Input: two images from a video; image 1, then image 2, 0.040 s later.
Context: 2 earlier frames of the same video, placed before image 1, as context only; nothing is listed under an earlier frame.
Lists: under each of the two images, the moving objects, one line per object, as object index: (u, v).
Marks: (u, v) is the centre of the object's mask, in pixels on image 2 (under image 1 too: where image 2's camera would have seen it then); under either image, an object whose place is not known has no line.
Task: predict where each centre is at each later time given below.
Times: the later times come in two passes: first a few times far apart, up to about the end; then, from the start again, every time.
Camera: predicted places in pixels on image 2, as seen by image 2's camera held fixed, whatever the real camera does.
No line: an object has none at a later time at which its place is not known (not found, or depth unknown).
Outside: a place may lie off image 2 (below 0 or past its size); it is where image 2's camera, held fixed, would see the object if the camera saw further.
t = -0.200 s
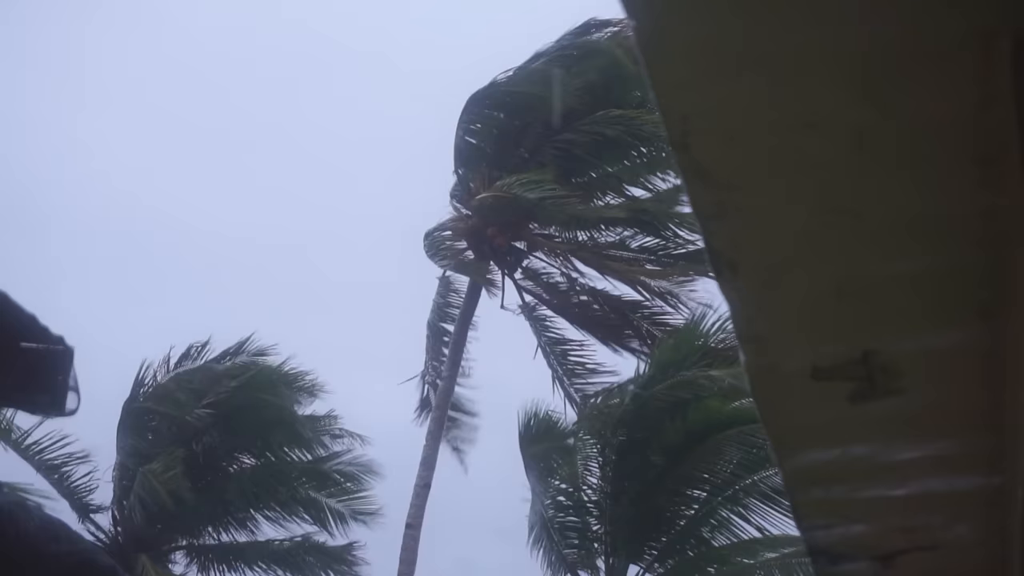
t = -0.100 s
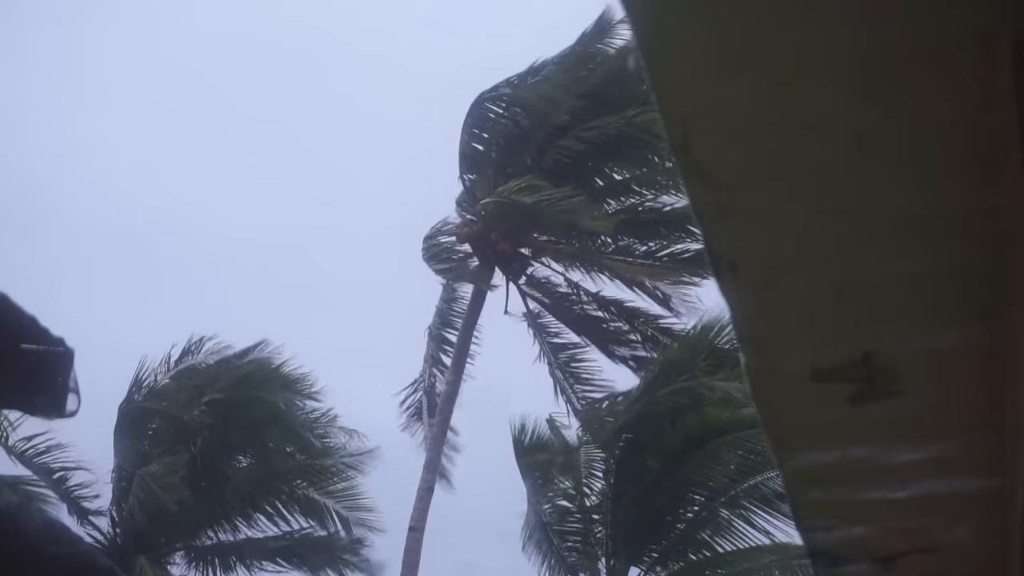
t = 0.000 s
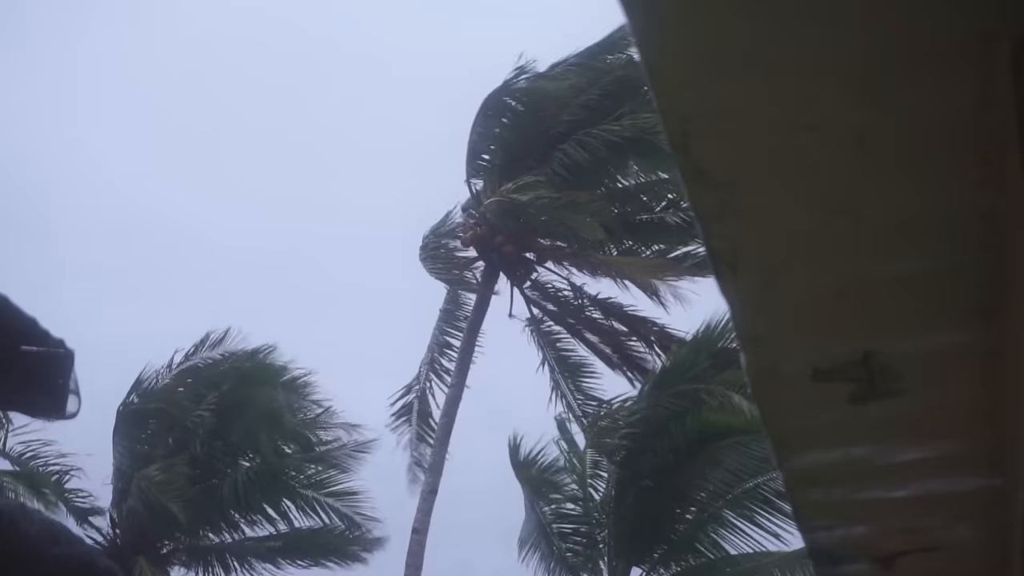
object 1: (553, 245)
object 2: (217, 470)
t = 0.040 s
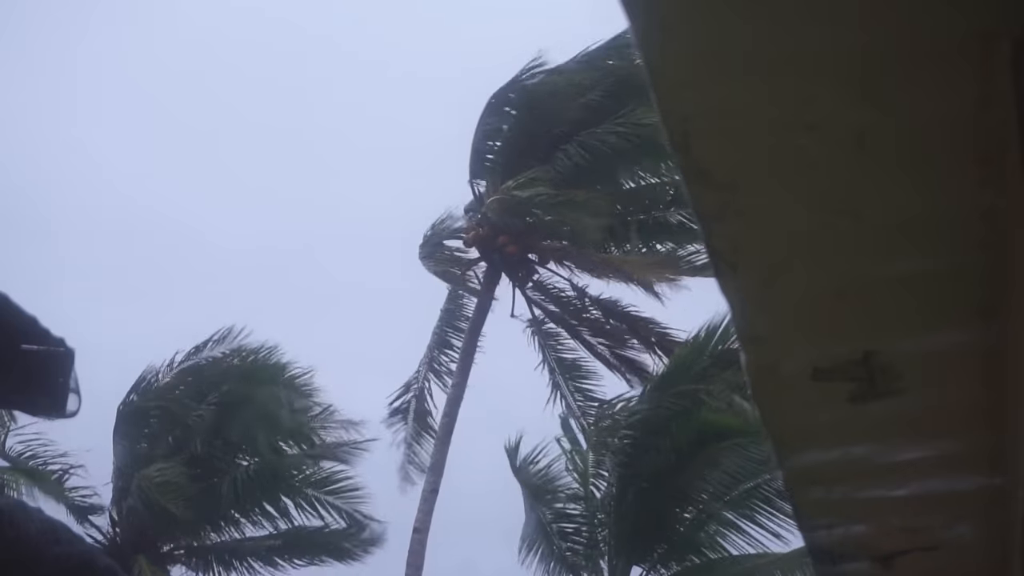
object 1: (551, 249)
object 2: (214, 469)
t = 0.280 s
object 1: (558, 258)
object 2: (217, 474)
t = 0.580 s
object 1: (564, 271)
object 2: (216, 476)
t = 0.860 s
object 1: (562, 264)
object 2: (224, 477)
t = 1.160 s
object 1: (562, 258)
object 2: (226, 488)
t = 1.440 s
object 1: (558, 253)
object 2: (244, 493)
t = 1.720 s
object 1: (567, 232)
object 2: (243, 499)
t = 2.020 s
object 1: (566, 225)
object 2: (234, 498)
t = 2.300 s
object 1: (553, 246)
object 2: (219, 495)
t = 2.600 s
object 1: (556, 243)
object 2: (194, 480)
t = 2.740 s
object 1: (553, 239)
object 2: (189, 481)
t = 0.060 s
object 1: (551, 250)
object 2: (214, 469)
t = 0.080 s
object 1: (551, 252)
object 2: (213, 469)
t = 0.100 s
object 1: (552, 253)
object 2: (214, 470)
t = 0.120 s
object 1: (552, 254)
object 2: (214, 470)
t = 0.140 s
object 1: (553, 254)
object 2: (214, 471)
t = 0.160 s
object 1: (554, 255)
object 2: (215, 471)
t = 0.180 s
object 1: (555, 255)
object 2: (215, 471)
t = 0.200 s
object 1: (556, 255)
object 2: (215, 472)
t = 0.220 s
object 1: (557, 256)
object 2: (215, 472)
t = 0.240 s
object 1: (558, 257)
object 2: (216, 473)
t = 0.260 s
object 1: (559, 258)
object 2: (216, 473)
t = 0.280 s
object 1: (558, 258)
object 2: (217, 474)
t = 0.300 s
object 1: (560, 259)
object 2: (218, 474)
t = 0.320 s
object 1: (560, 260)
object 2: (219, 474)
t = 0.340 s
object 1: (561, 259)
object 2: (220, 474)
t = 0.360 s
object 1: (561, 260)
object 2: (220, 474)
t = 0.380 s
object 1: (561, 261)
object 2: (221, 474)
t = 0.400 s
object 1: (560, 263)
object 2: (221, 474)
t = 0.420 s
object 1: (561, 264)
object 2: (221, 474)
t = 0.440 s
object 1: (561, 266)
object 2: (220, 475)
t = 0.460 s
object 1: (560, 267)
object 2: (219, 475)
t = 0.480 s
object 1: (561, 268)
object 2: (218, 475)
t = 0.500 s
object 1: (561, 268)
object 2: (217, 475)
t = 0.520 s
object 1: (561, 269)
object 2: (217, 475)
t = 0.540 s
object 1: (561, 268)
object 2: (217, 475)
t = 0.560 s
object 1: (562, 267)
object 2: (217, 475)
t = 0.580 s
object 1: (564, 271)
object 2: (216, 476)
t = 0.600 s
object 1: (563, 271)
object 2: (217, 476)
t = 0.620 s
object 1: (564, 271)
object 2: (217, 475)
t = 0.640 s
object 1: (564, 271)
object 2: (216, 475)
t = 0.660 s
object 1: (564, 271)
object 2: (216, 475)
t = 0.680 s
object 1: (564, 270)
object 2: (215, 475)
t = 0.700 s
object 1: (564, 268)
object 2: (215, 474)
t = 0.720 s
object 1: (563, 268)
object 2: (215, 474)
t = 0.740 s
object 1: (564, 267)
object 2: (215, 475)
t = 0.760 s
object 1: (563, 266)
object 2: (218, 476)
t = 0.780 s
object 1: (563, 265)
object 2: (223, 476)
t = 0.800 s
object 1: (564, 265)
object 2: (223, 476)
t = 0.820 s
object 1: (563, 265)
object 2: (225, 476)
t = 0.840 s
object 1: (562, 265)
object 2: (224, 476)
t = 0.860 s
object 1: (562, 264)
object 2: (224, 477)
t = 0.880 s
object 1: (561, 264)
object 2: (224, 477)
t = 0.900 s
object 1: (561, 264)
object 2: (223, 477)
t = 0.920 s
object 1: (562, 264)
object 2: (223, 479)
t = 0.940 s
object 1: (562, 262)
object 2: (221, 478)
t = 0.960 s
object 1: (562, 264)
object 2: (222, 478)
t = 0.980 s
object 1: (562, 264)
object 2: (221, 480)
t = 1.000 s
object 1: (562, 264)
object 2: (222, 481)
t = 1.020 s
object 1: (563, 264)
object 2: (223, 482)
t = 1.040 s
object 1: (563, 263)
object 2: (224, 483)
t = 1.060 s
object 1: (562, 263)
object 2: (225, 484)
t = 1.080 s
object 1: (563, 262)
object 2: (226, 485)
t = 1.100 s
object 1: (562, 262)
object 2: (227, 486)
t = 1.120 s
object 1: (562, 262)
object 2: (228, 487)
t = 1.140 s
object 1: (562, 262)
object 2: (227, 487)
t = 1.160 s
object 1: (562, 258)
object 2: (226, 488)
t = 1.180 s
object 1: (557, 253)
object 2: (227, 486)
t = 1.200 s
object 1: (557, 253)
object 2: (227, 486)
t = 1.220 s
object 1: (559, 250)
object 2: (229, 488)
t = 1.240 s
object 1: (567, 254)
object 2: (233, 489)
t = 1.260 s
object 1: (563, 257)
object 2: (234, 488)
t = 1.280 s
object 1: (560, 257)
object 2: (235, 488)
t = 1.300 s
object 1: (558, 252)
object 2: (235, 488)
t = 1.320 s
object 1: (558, 251)
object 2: (235, 487)
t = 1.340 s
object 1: (561, 252)
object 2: (237, 488)
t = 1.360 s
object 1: (562, 253)
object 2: (239, 490)
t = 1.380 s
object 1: (561, 255)
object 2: (242, 492)
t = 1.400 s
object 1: (559, 252)
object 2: (243, 493)
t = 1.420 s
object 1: (558, 251)
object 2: (243, 493)
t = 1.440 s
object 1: (558, 253)
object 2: (244, 493)
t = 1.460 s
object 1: (560, 251)
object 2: (244, 493)
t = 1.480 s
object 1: (572, 229)
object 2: (244, 495)
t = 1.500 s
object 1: (572, 229)
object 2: (244, 496)
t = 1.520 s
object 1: (572, 228)
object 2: (244, 497)
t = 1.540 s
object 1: (572, 229)
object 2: (245, 499)
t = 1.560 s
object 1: (572, 229)
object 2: (244, 500)
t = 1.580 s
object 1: (572, 228)
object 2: (243, 500)
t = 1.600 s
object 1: (572, 228)
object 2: (243, 500)
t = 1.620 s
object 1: (555, 259)
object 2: (243, 500)
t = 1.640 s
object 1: (555, 261)
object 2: (244, 500)
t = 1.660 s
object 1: (567, 232)
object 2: (243, 500)
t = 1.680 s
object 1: (568, 229)
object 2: (244, 499)
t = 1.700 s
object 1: (567, 230)
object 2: (243, 499)
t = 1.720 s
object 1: (567, 232)
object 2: (243, 499)
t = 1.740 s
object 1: (565, 237)
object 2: (242, 499)
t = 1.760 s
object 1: (566, 232)
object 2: (242, 499)
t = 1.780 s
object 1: (565, 233)
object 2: (241, 500)
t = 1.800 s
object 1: (565, 233)
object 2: (241, 500)
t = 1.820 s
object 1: (565, 232)
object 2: (240, 500)
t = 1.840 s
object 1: (565, 232)
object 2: (238, 500)
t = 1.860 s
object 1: (565, 236)
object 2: (239, 500)
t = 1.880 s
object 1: (565, 235)
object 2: (238, 500)
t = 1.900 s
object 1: (565, 234)
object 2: (237, 500)
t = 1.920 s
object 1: (566, 232)
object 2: (236, 499)
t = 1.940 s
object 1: (565, 231)
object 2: (236, 500)
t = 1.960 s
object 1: (566, 230)
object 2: (235, 500)
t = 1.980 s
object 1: (566, 229)
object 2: (234, 499)
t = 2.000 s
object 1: (566, 225)
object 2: (234, 499)
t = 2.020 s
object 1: (566, 225)
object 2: (234, 498)
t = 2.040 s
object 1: (567, 223)
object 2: (240, 498)
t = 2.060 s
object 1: (569, 225)
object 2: (239, 498)
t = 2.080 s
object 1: (568, 227)
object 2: (238, 499)
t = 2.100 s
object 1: (565, 226)
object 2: (235, 499)
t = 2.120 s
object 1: (566, 225)
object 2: (235, 499)
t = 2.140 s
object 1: (565, 225)
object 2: (231, 499)
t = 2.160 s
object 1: (568, 222)
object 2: (234, 499)
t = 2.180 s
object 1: (568, 223)
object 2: (233, 499)
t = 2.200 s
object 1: (566, 224)
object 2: (230, 500)
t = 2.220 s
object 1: (563, 224)
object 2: (224, 499)
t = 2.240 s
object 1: (564, 227)
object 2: (222, 500)
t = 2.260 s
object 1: (562, 227)
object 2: (223, 498)
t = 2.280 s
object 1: (560, 223)
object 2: (221, 495)
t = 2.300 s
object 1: (553, 246)
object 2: (219, 495)
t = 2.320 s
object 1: (553, 246)
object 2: (216, 494)
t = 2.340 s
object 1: (555, 247)
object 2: (215, 493)
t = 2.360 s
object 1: (555, 248)
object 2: (215, 493)
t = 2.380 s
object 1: (554, 247)
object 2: (214, 492)
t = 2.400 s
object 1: (553, 245)
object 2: (212, 489)
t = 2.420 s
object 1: (554, 243)
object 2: (211, 486)
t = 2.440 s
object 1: (555, 243)
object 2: (209, 485)
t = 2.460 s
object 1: (557, 245)
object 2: (208, 483)
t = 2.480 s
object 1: (556, 247)
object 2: (207, 483)
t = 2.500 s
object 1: (556, 245)
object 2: (204, 481)
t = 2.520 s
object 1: (553, 245)
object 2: (201, 482)
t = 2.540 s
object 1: (553, 243)
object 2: (199, 482)
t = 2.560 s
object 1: (554, 243)
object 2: (197, 481)
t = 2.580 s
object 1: (555, 243)
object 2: (196, 481)
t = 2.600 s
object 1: (556, 243)
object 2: (194, 480)
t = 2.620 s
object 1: (556, 243)
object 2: (193, 481)
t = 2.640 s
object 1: (556, 244)
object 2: (192, 482)
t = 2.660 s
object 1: (555, 244)
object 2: (191, 482)
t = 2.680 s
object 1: (555, 243)
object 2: (192, 482)
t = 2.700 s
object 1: (555, 242)
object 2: (191, 482)
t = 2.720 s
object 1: (555, 242)
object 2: (189, 482)
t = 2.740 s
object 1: (553, 239)
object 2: (189, 481)
